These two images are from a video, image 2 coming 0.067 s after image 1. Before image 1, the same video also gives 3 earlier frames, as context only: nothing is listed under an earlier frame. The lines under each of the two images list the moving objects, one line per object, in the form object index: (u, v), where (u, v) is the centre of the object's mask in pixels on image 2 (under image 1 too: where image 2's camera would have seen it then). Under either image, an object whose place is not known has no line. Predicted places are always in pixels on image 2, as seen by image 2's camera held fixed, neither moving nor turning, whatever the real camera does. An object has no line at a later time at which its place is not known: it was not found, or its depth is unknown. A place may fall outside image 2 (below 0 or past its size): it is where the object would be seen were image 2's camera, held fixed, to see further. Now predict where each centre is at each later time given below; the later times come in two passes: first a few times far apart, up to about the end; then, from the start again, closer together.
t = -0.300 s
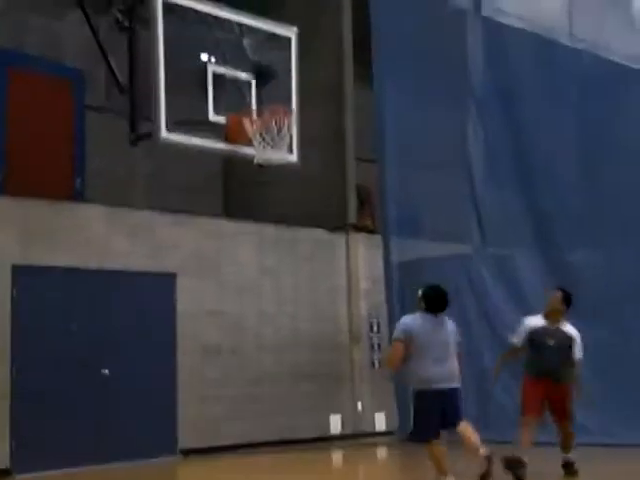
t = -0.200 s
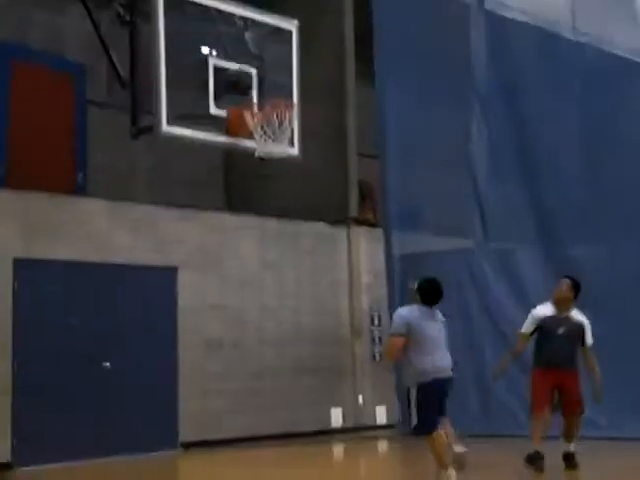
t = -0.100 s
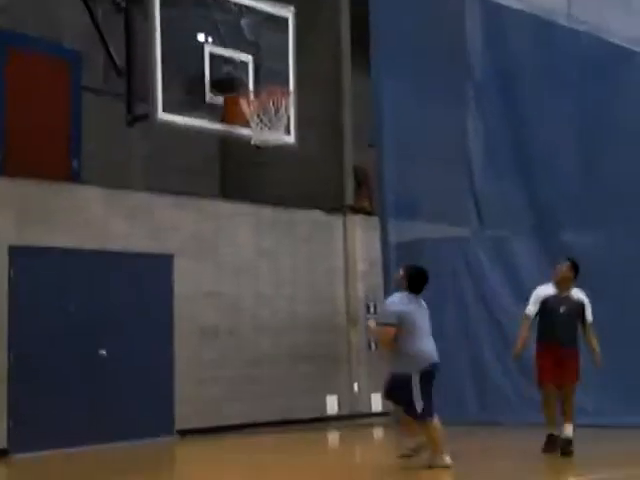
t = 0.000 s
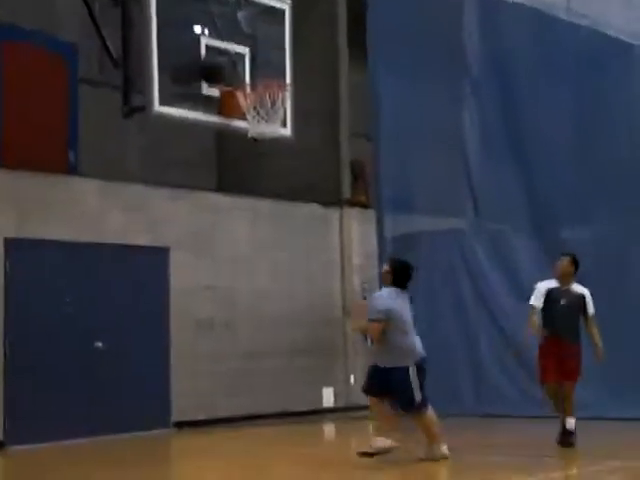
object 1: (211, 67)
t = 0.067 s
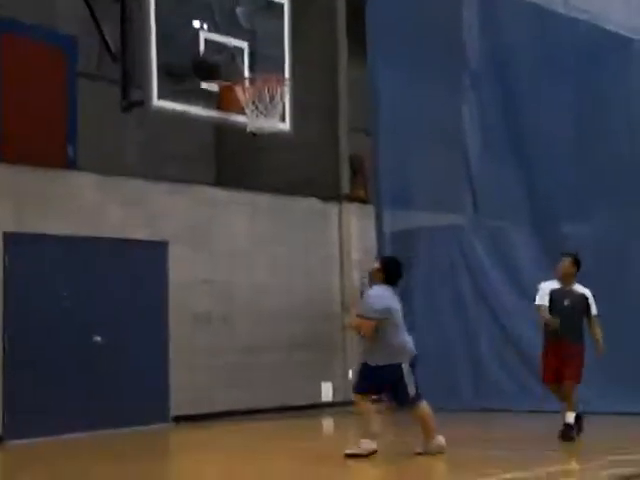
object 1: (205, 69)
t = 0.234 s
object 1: (203, 101)
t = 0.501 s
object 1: (195, 232)
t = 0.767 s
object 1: (188, 456)
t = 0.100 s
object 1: (204, 74)
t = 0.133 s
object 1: (204, 77)
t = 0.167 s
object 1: (203, 85)
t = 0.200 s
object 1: (201, 94)
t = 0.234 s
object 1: (203, 101)
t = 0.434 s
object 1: (195, 192)
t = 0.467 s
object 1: (195, 213)
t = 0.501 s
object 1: (195, 232)
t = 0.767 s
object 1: (188, 456)
